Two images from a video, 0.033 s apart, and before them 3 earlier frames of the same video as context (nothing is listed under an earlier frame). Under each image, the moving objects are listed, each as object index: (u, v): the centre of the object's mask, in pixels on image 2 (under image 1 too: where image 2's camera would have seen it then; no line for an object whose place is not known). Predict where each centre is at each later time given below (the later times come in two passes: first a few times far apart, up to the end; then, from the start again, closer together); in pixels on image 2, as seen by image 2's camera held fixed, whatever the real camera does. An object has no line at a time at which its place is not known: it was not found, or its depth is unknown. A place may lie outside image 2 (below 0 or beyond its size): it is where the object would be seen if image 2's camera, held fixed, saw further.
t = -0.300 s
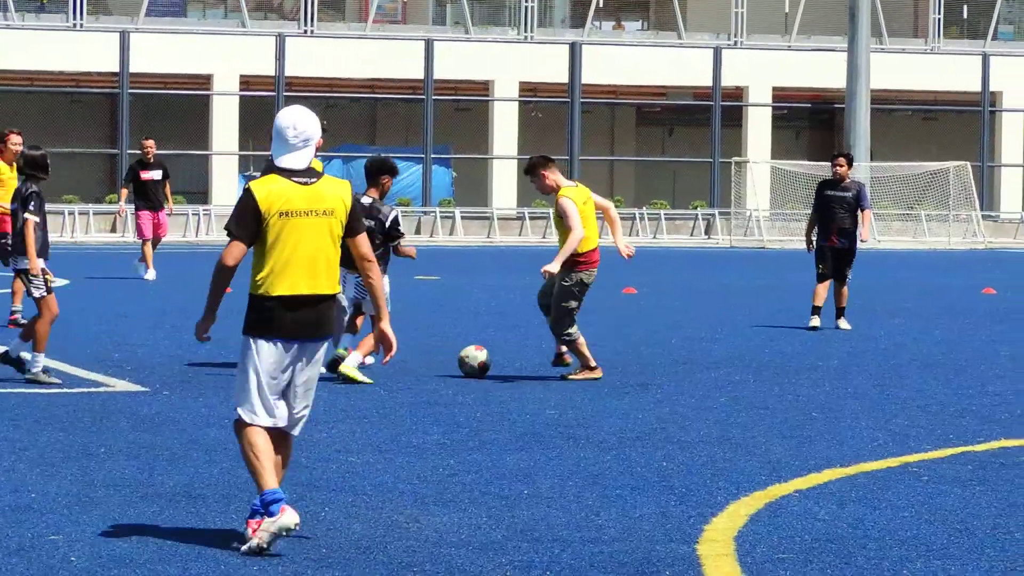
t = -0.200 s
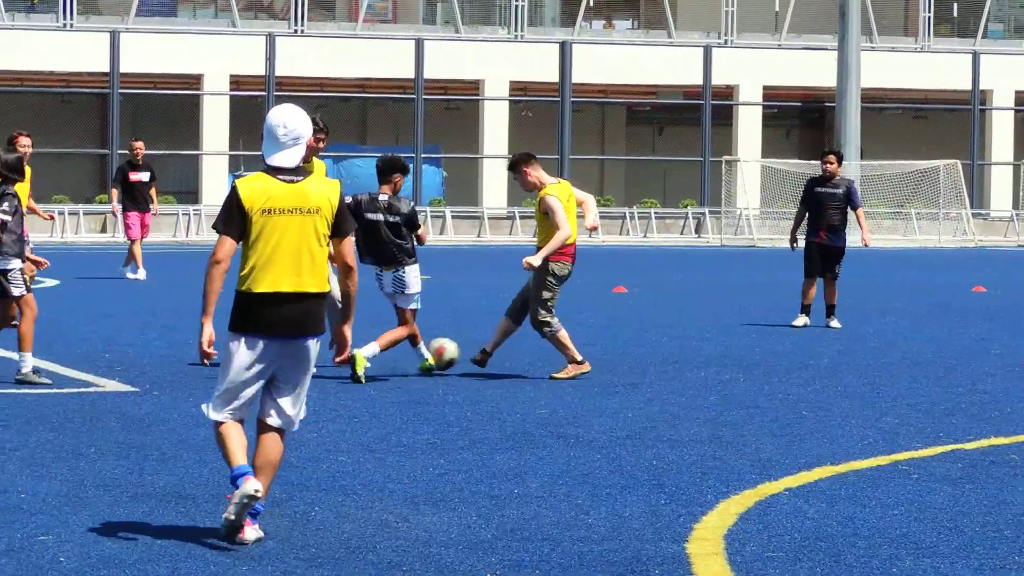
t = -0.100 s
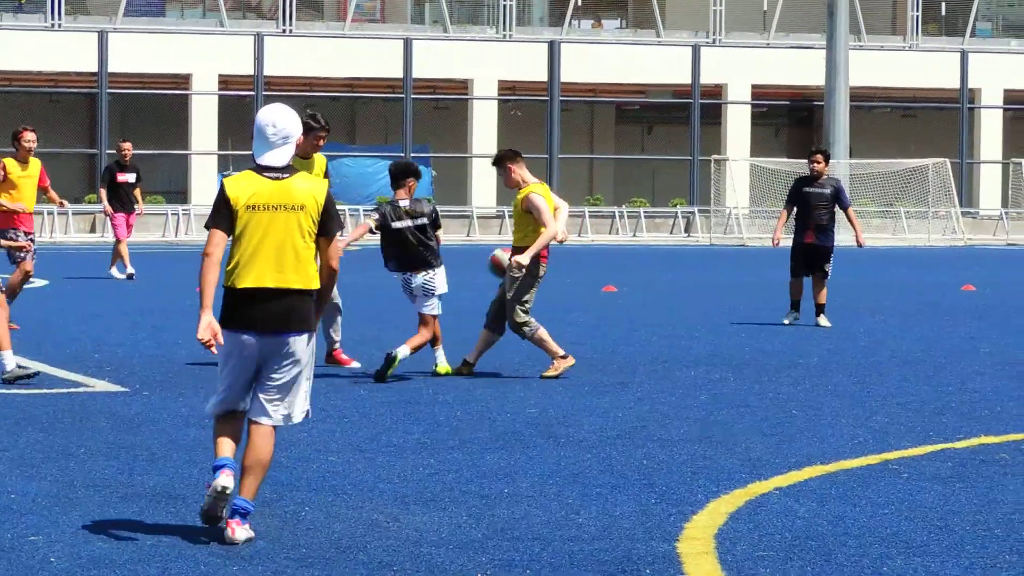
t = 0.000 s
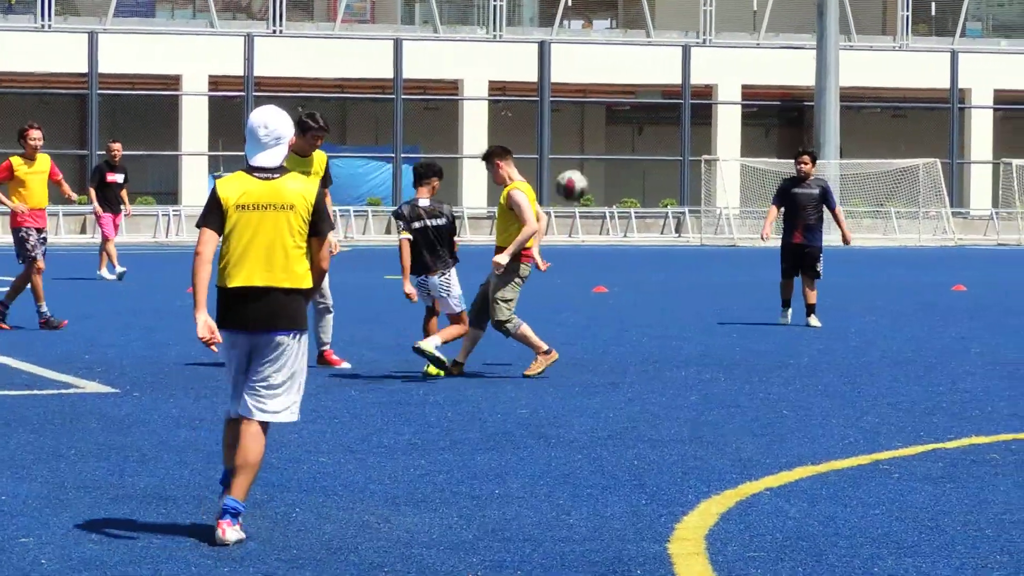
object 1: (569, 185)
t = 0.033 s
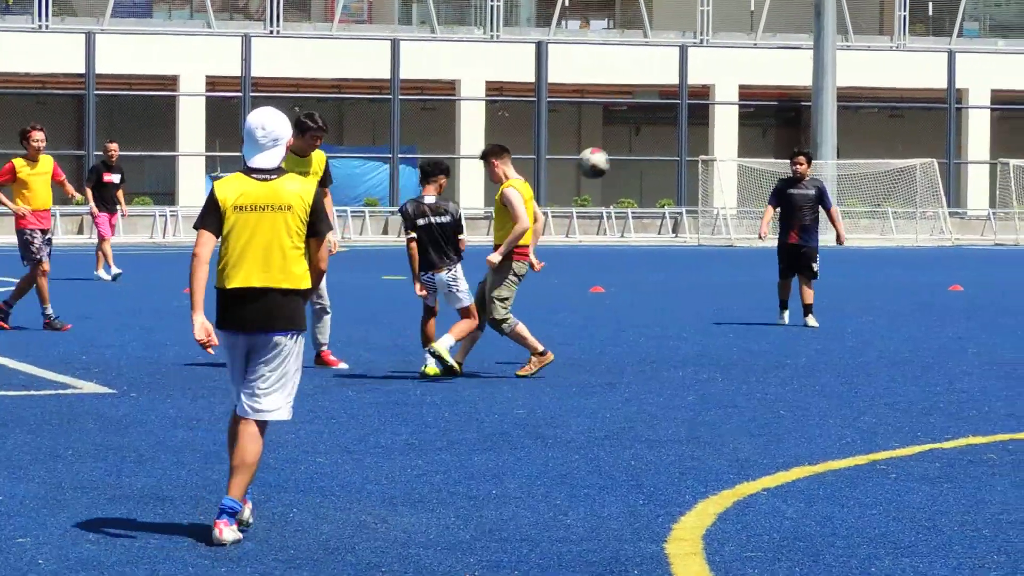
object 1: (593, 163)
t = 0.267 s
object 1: (755, 50)
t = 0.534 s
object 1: (920, 10)
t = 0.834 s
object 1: (1083, 61)
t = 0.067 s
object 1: (618, 141)
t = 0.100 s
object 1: (641, 121)
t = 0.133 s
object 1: (665, 102)
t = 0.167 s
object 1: (687, 89)
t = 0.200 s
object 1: (710, 76)
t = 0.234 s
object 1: (733, 61)
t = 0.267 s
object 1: (755, 50)
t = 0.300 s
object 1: (777, 39)
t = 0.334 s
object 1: (799, 31)
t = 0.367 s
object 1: (819, 24)
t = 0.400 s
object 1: (841, 18)
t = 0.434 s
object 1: (862, 13)
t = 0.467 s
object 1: (881, 10)
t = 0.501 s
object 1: (901, 9)
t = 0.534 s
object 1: (920, 10)
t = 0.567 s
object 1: (940, 10)
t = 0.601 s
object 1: (961, 12)
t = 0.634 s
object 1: (979, 14)
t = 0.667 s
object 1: (997, 19)
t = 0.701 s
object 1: (1015, 25)
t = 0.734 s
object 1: (1034, 32)
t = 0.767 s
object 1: (1051, 41)
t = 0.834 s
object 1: (1083, 61)
